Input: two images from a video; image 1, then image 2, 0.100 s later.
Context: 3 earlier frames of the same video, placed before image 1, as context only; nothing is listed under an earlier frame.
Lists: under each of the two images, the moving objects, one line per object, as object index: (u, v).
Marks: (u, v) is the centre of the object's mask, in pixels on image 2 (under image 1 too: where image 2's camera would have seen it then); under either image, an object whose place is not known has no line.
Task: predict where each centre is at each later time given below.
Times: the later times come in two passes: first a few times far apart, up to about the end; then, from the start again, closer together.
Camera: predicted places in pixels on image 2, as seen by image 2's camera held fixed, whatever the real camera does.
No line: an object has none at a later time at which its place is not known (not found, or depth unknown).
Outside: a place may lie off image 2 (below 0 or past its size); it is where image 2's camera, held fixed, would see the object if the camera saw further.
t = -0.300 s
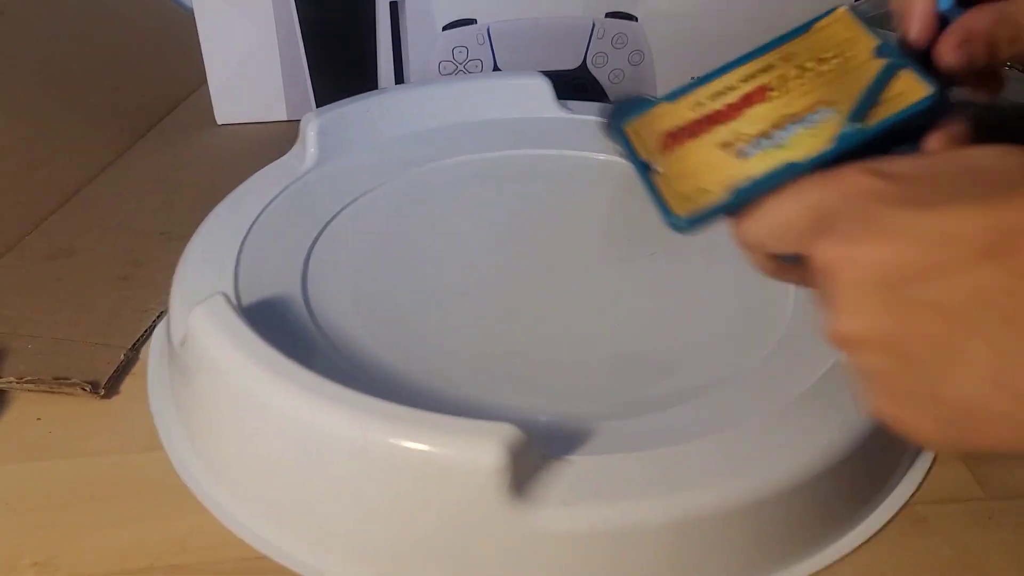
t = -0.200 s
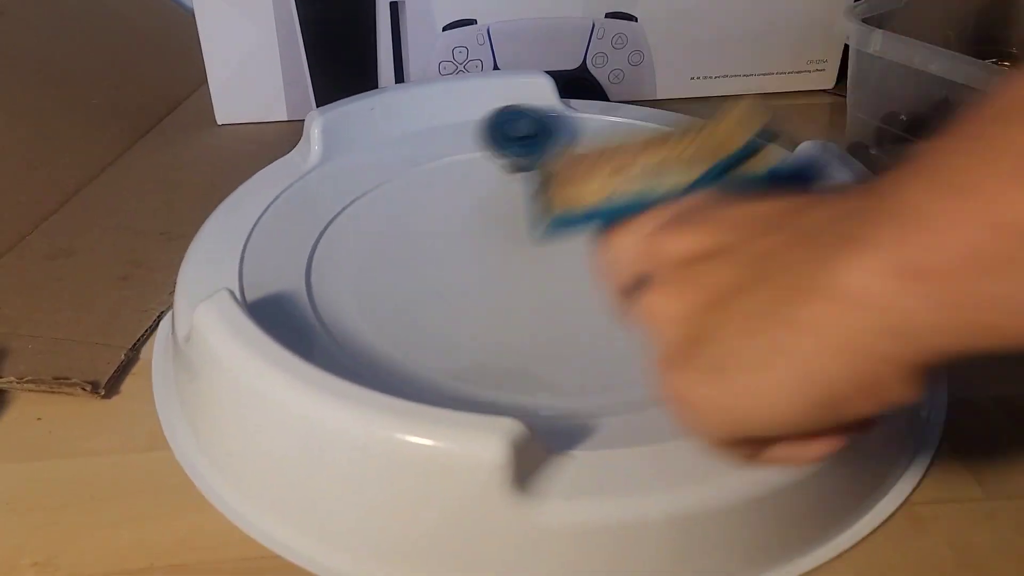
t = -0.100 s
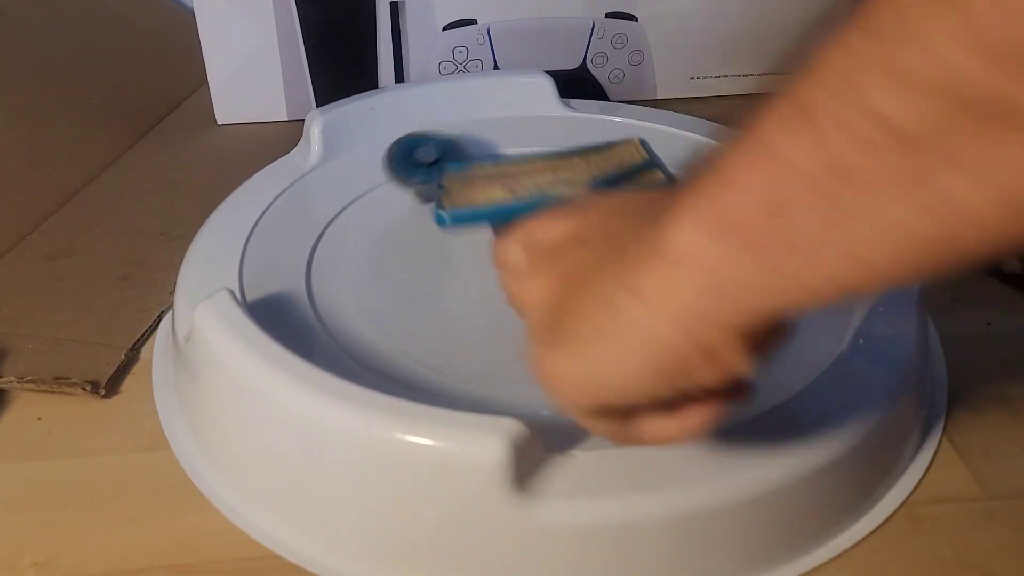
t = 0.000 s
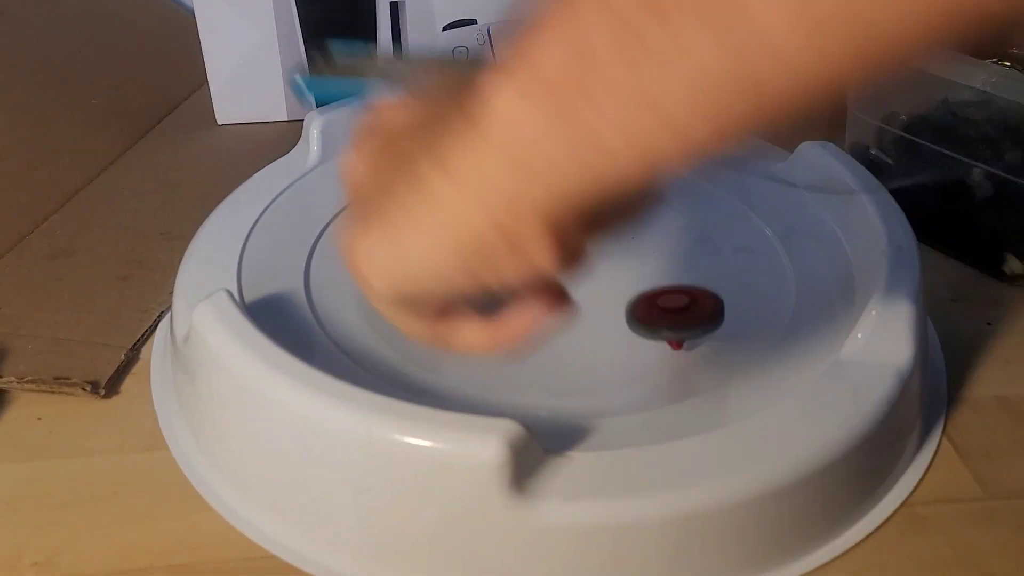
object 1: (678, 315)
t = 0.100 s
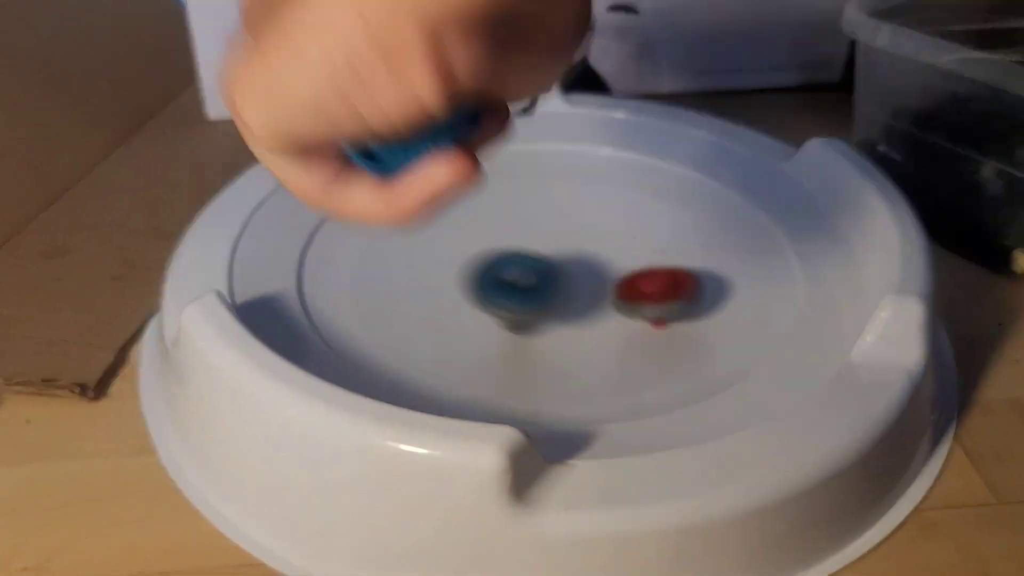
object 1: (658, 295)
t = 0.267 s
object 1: (418, 285)
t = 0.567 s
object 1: (619, 375)
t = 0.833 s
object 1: (440, 191)
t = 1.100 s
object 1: (398, 349)
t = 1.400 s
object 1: (749, 325)
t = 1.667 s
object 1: (526, 147)
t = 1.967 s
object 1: (342, 288)
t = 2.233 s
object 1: (645, 224)
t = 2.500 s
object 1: (389, 171)
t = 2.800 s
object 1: (662, 284)
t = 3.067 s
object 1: (584, 136)
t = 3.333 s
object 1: (472, 298)
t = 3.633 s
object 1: (774, 210)
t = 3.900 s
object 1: (483, 223)
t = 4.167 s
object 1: (648, 368)
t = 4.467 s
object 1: (639, 211)
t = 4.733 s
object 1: (379, 297)
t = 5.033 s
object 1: (687, 324)
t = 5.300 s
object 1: (487, 196)
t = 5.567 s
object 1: (465, 303)
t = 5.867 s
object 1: (621, 191)
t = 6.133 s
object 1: (418, 231)
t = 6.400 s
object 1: (668, 302)
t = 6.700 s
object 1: (571, 176)
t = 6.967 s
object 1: (471, 315)
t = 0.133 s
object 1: (633, 272)
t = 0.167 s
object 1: (567, 274)
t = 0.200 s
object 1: (519, 274)
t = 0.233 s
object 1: (466, 277)
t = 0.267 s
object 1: (418, 285)
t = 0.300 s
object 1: (377, 298)
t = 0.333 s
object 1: (343, 319)
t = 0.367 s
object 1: (355, 324)
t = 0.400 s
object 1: (377, 348)
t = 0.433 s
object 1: (402, 373)
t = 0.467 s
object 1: (453, 371)
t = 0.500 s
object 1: (504, 389)
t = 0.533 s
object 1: (565, 393)
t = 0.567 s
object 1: (619, 375)
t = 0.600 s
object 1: (662, 352)
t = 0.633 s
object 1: (686, 319)
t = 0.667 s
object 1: (686, 284)
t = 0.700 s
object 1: (665, 249)
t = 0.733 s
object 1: (628, 216)
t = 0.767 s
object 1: (572, 202)
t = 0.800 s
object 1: (504, 196)
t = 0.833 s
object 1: (440, 191)
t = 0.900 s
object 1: (332, 196)
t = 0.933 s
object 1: (316, 218)
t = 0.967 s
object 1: (303, 256)
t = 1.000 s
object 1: (296, 277)
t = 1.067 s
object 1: (340, 340)
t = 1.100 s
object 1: (398, 349)
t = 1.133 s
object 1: (448, 364)
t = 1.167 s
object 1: (493, 358)
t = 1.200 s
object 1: (543, 366)
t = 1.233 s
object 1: (596, 397)
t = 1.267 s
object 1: (665, 389)
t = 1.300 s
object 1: (684, 381)
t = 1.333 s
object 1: (721, 381)
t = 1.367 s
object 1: (738, 349)
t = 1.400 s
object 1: (749, 325)
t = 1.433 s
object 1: (754, 306)
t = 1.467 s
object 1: (744, 281)
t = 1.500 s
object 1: (725, 253)
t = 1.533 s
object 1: (695, 225)
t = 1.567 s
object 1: (656, 200)
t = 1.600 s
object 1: (614, 179)
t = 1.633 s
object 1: (569, 162)
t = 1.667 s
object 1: (526, 147)
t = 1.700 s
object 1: (486, 136)
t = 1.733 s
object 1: (454, 139)
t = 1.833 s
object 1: (360, 181)
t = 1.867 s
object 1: (335, 200)
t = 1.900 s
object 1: (319, 227)
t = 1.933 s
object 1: (318, 257)
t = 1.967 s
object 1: (342, 288)
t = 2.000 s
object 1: (387, 312)
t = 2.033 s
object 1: (440, 327)
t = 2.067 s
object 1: (500, 331)
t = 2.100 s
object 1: (557, 324)
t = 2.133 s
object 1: (602, 306)
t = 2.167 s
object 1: (631, 281)
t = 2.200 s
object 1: (645, 253)
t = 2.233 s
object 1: (645, 224)
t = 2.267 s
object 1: (631, 197)
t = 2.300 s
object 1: (609, 171)
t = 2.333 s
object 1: (577, 151)
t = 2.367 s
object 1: (540, 136)
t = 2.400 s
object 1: (498, 130)
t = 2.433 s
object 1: (456, 142)
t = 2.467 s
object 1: (420, 155)
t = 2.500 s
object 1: (389, 171)
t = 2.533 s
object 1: (371, 195)
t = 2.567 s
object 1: (369, 223)
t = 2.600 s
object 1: (382, 252)
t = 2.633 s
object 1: (417, 282)
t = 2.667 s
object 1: (461, 303)
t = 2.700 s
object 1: (517, 315)
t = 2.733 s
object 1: (569, 314)
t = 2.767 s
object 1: (622, 304)
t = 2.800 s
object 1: (662, 284)
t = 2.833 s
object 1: (693, 260)
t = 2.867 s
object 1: (709, 232)
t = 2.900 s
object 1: (713, 204)
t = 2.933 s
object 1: (704, 177)
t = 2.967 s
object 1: (682, 155)
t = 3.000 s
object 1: (667, 146)
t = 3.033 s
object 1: (605, 138)
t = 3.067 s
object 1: (584, 136)
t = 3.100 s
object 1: (543, 137)
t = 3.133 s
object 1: (503, 146)
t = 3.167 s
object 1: (472, 164)
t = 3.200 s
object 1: (448, 186)
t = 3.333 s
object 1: (472, 298)
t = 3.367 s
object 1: (513, 318)
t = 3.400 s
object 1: (563, 330)
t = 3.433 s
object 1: (615, 332)
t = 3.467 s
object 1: (668, 322)
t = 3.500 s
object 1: (719, 308)
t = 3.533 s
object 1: (757, 286)
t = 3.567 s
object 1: (783, 261)
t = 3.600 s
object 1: (792, 234)
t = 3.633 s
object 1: (774, 210)
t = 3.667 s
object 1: (743, 191)
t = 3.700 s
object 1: (709, 177)
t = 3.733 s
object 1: (672, 170)
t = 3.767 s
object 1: (631, 169)
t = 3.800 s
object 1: (588, 175)
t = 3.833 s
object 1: (546, 187)
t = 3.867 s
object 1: (510, 202)
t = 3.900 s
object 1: (483, 223)
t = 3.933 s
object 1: (463, 246)
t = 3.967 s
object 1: (453, 271)
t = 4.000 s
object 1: (455, 296)
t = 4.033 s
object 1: (470, 321)
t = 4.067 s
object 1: (500, 343)
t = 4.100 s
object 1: (542, 359)
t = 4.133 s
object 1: (596, 368)
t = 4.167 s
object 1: (648, 368)
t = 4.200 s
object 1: (701, 359)
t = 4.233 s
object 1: (745, 339)
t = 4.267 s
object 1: (774, 315)
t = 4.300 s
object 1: (784, 289)
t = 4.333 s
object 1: (777, 265)
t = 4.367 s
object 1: (755, 244)
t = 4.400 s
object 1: (721, 229)
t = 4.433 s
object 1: (681, 218)
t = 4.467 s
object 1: (639, 211)
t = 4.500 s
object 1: (594, 209)
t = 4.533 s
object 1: (551, 211)
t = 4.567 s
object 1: (508, 217)
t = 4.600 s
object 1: (470, 227)
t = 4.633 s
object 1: (436, 240)
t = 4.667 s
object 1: (409, 254)
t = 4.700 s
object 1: (389, 275)
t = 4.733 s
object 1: (379, 297)
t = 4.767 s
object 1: (379, 322)
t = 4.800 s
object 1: (394, 345)
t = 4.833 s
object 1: (427, 369)
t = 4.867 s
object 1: (477, 382)
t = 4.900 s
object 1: (538, 386)
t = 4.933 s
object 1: (594, 381)
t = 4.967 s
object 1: (640, 368)
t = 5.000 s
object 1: (671, 347)
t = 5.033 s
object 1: (687, 324)
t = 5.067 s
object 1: (688, 301)
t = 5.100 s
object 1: (678, 277)
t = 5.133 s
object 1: (658, 255)
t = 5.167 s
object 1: (632, 237)
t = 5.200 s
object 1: (599, 222)
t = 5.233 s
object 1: (562, 209)
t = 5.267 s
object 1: (525, 201)
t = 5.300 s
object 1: (487, 196)
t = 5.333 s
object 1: (456, 198)
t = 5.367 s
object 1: (430, 203)
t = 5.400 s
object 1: (406, 215)
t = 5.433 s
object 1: (393, 230)
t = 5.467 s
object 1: (393, 251)
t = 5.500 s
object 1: (406, 272)
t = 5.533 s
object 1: (428, 291)
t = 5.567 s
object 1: (465, 303)
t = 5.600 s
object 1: (506, 312)
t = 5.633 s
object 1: (547, 310)
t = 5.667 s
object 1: (586, 304)
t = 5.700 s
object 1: (618, 291)
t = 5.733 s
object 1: (641, 274)
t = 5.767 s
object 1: (652, 253)
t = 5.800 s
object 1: (653, 230)
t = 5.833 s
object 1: (643, 208)
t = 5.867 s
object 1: (621, 191)
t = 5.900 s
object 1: (596, 177)
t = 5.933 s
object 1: (565, 168)
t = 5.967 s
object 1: (532, 165)
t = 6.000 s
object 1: (498, 167)
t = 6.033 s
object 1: (467, 175)
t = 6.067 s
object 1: (442, 190)
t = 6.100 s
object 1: (424, 209)
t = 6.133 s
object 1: (418, 231)
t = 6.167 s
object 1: (421, 255)
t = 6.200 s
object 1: (436, 278)
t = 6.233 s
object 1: (463, 298)
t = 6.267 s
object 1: (500, 314)
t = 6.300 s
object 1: (542, 322)
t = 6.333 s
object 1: (587, 322)
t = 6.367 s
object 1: (630, 315)
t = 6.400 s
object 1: (668, 302)
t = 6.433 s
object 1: (696, 284)
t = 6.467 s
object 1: (714, 263)
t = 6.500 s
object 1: (720, 242)
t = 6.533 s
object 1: (715, 221)
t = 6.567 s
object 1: (699, 203)
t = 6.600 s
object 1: (672, 188)
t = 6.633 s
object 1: (641, 179)
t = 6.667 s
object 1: (608, 175)
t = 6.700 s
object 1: (571, 176)
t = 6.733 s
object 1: (537, 183)
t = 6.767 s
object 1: (507, 194)
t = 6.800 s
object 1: (481, 210)
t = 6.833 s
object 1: (461, 228)
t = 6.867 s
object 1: (449, 249)
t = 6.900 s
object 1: (445, 271)
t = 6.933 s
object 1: (453, 293)
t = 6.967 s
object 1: (471, 315)
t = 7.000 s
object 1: (500, 332)
